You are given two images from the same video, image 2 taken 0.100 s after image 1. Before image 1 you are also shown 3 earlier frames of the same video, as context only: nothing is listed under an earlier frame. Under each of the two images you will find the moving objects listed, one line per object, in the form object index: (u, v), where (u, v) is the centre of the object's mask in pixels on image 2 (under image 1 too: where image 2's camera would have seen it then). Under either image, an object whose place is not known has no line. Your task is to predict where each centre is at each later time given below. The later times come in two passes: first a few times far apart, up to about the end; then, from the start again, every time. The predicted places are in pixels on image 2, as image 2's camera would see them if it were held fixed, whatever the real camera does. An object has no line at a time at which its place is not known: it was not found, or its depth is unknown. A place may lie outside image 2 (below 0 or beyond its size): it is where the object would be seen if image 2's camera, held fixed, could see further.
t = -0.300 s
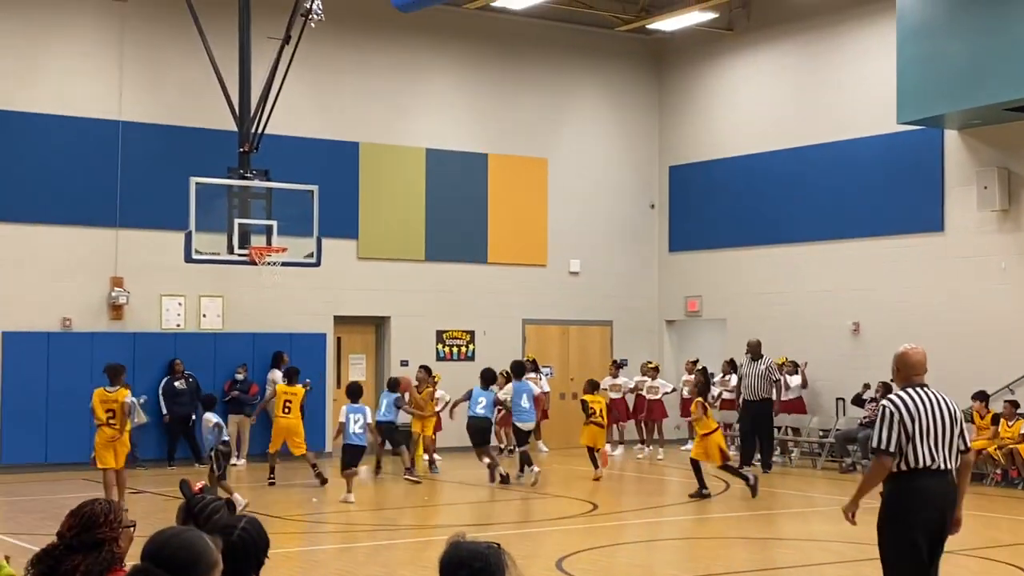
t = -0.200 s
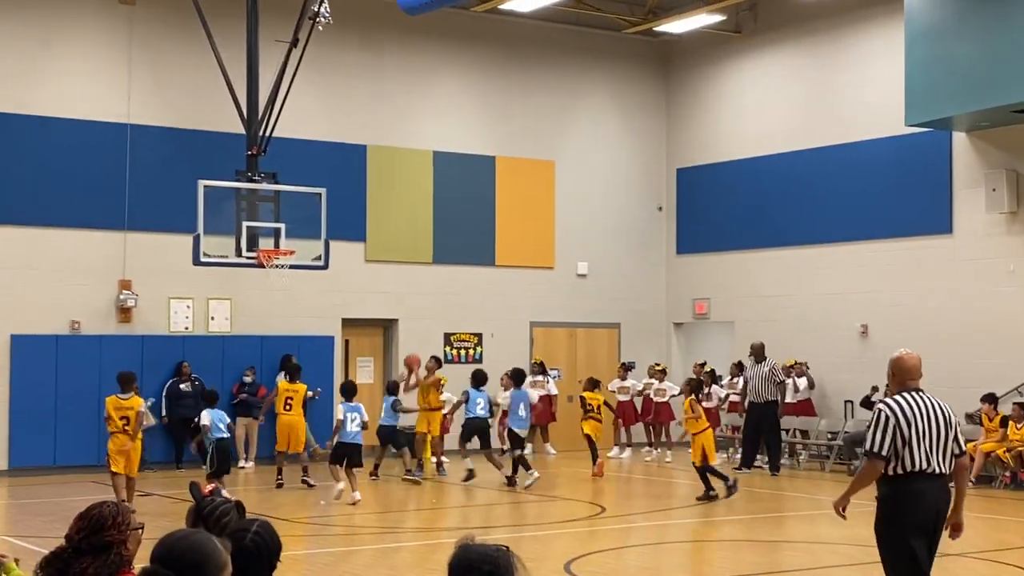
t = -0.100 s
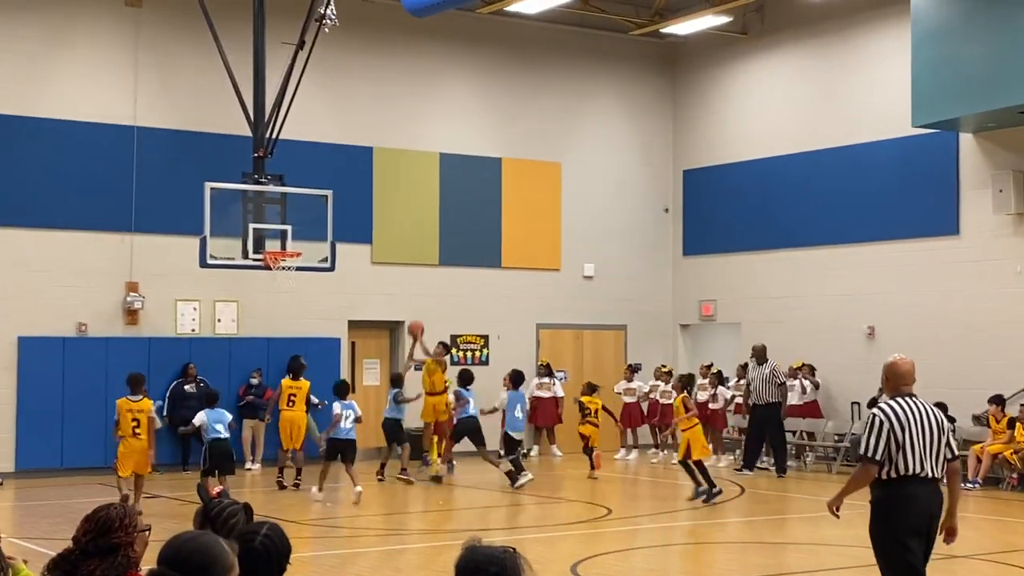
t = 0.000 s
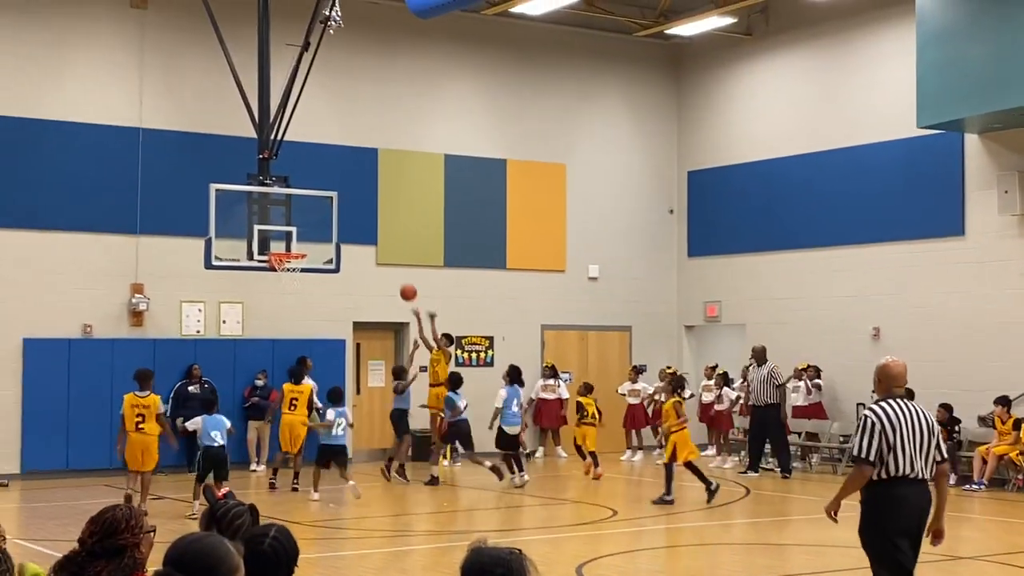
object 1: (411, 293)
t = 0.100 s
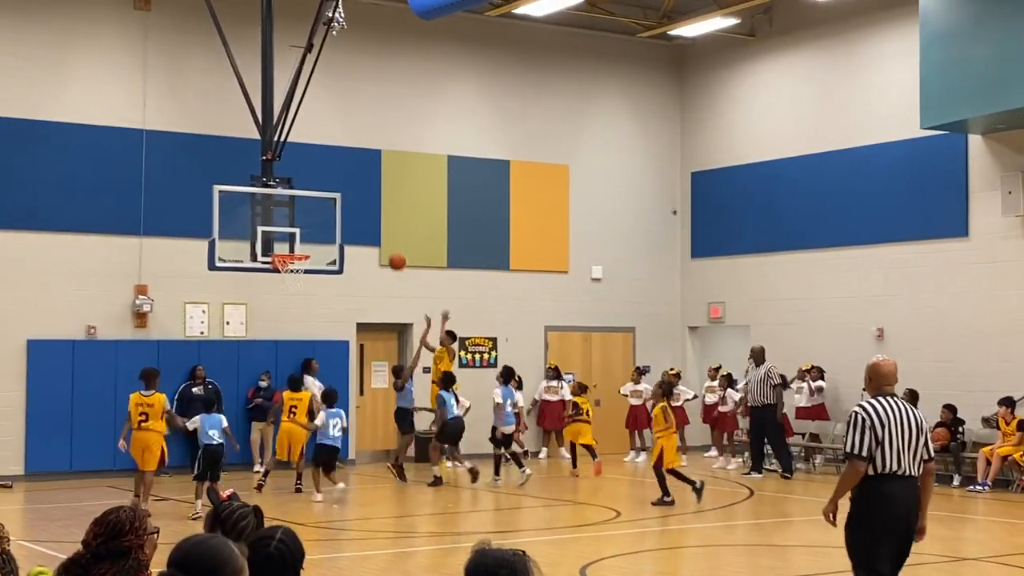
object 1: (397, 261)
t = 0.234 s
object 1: (377, 229)
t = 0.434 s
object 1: (348, 206)
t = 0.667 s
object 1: (312, 214)
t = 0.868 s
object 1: (284, 249)
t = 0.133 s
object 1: (392, 253)
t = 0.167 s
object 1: (387, 244)
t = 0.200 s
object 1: (383, 236)
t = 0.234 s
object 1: (377, 229)
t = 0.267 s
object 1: (372, 224)
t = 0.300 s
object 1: (367, 218)
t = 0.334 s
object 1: (362, 214)
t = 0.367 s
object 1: (358, 210)
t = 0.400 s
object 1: (353, 208)
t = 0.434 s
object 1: (348, 206)
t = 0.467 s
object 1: (343, 204)
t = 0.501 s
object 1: (337, 204)
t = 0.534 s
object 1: (332, 205)
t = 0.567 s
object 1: (327, 206)
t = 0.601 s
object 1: (322, 207)
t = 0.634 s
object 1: (317, 210)
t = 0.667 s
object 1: (312, 214)
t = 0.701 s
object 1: (306, 218)
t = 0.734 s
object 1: (302, 224)
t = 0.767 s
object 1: (296, 230)
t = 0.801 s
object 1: (290, 238)
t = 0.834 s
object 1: (286, 245)
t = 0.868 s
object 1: (284, 249)
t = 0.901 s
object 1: (290, 249)
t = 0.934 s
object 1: (297, 252)
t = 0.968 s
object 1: (298, 249)
